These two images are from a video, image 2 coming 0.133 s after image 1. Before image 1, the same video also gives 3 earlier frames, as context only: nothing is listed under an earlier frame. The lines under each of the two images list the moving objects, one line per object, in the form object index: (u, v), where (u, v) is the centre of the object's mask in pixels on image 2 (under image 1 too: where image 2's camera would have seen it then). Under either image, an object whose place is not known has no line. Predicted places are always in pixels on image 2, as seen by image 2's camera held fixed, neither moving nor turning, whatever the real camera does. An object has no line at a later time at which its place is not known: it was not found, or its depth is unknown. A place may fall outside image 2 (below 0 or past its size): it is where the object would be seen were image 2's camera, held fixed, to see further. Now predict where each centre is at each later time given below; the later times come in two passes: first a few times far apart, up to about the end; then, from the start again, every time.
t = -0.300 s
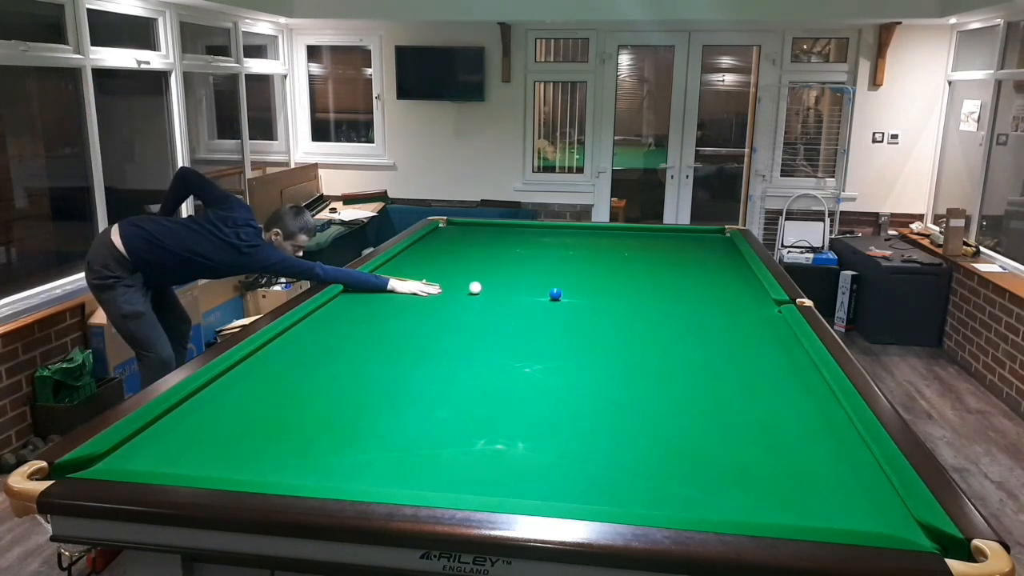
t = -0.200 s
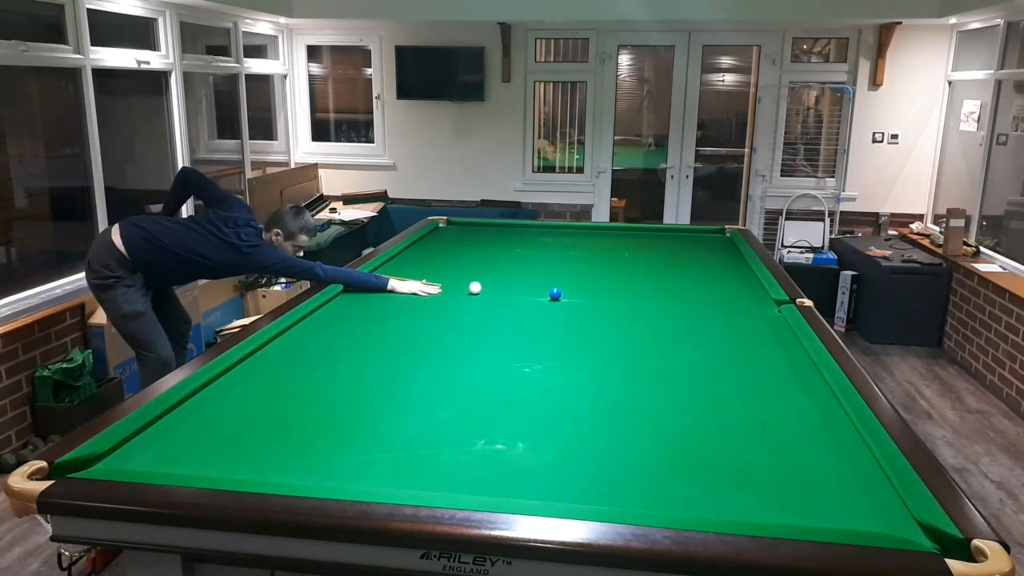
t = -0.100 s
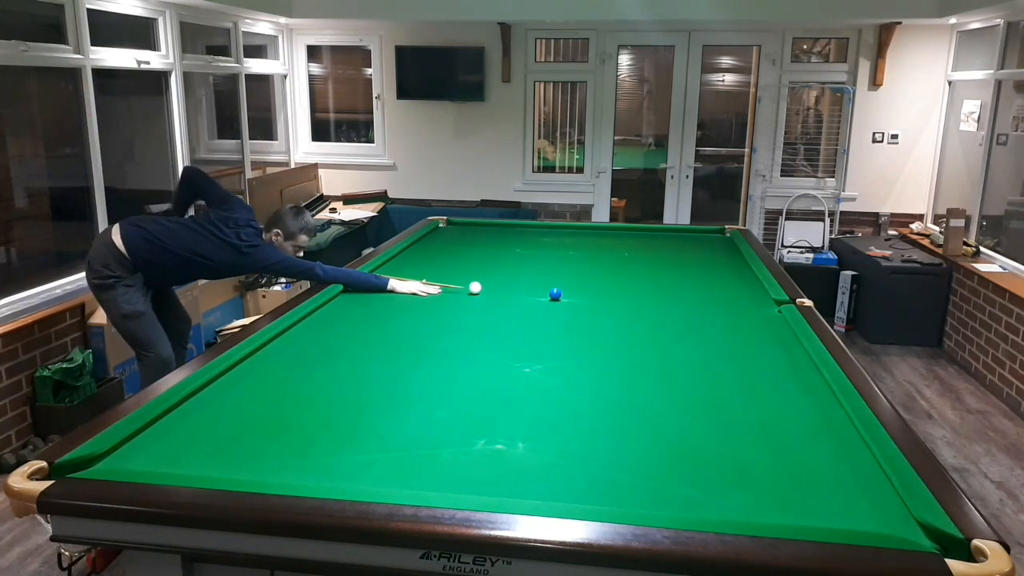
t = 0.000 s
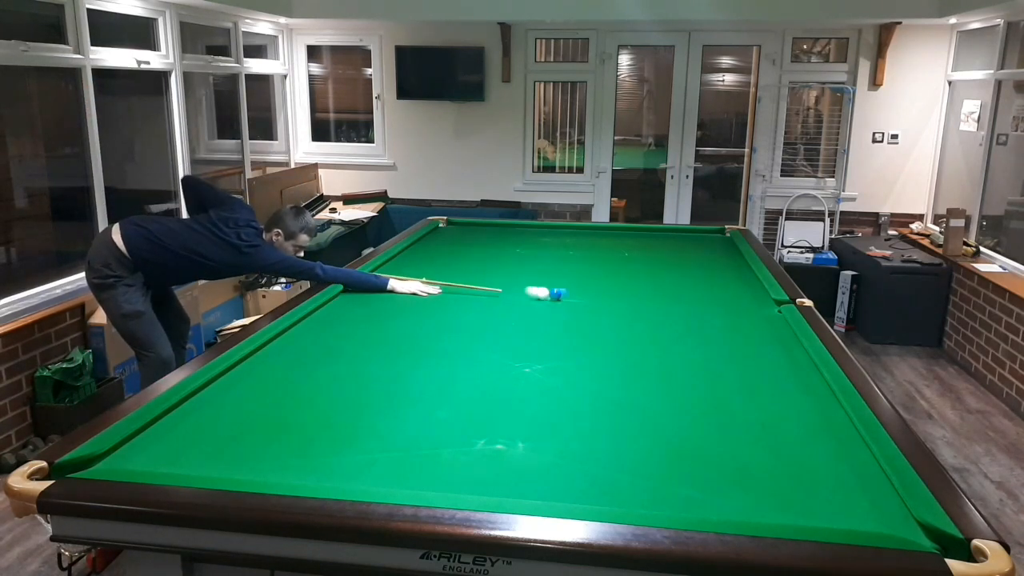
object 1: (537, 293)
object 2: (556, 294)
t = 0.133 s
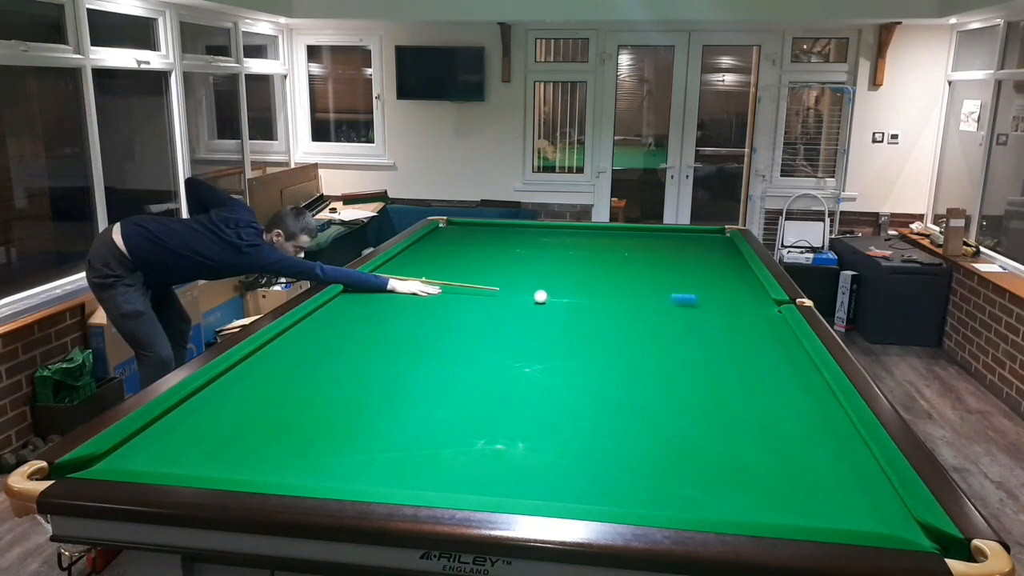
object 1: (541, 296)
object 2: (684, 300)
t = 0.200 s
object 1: (539, 298)
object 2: (733, 302)
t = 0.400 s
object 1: (535, 301)
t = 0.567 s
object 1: (531, 304)
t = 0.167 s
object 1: (540, 297)
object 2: (710, 301)
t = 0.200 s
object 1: (539, 298)
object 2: (733, 302)
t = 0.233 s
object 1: (538, 298)
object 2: (757, 303)
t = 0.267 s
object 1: (537, 299)
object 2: (779, 303)
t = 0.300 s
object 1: (537, 300)
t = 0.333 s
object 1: (536, 300)
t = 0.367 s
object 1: (535, 301)
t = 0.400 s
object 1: (535, 301)
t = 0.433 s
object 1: (534, 302)
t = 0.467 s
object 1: (533, 303)
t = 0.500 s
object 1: (533, 303)
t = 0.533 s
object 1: (532, 304)
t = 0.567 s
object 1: (531, 304)
